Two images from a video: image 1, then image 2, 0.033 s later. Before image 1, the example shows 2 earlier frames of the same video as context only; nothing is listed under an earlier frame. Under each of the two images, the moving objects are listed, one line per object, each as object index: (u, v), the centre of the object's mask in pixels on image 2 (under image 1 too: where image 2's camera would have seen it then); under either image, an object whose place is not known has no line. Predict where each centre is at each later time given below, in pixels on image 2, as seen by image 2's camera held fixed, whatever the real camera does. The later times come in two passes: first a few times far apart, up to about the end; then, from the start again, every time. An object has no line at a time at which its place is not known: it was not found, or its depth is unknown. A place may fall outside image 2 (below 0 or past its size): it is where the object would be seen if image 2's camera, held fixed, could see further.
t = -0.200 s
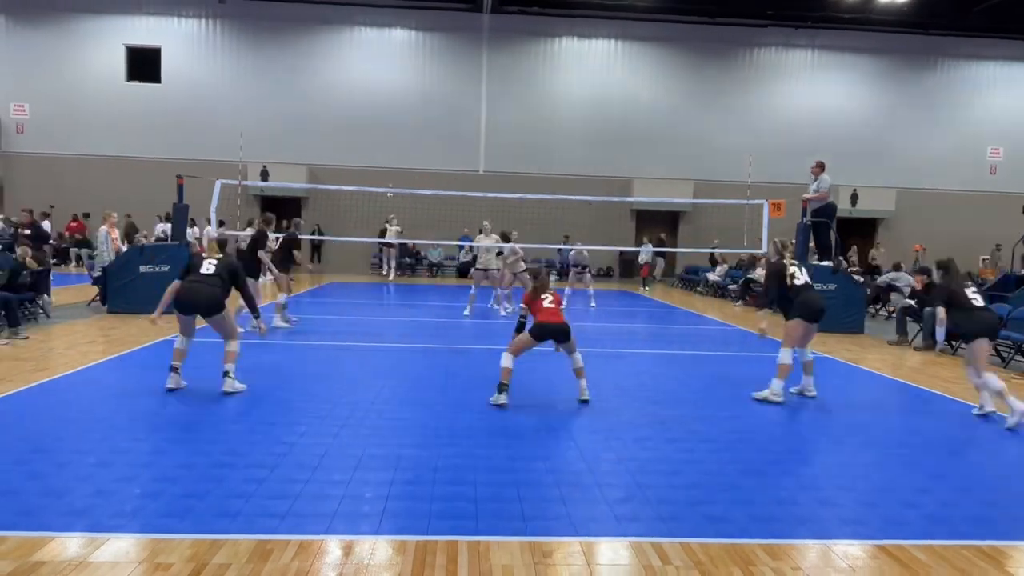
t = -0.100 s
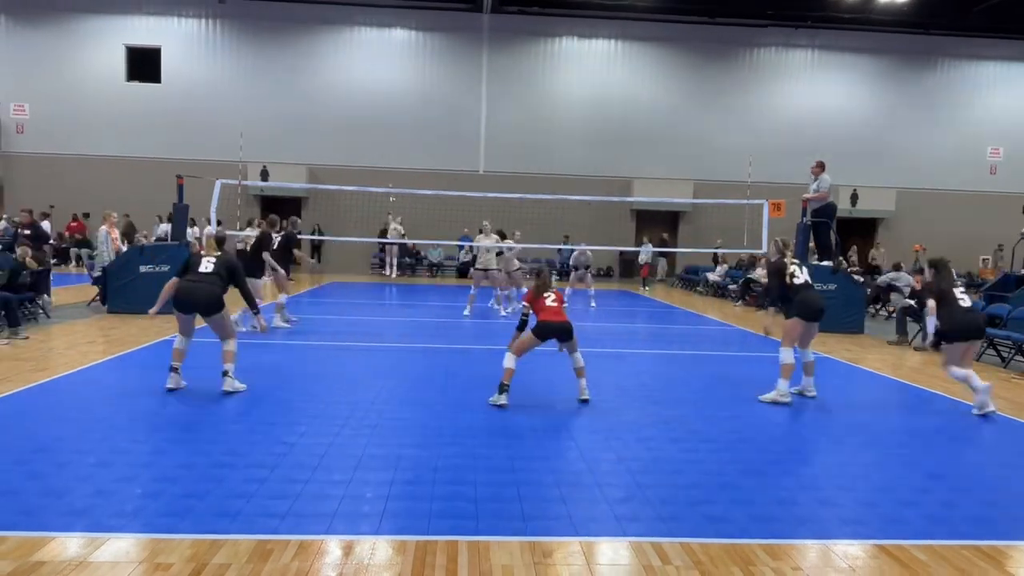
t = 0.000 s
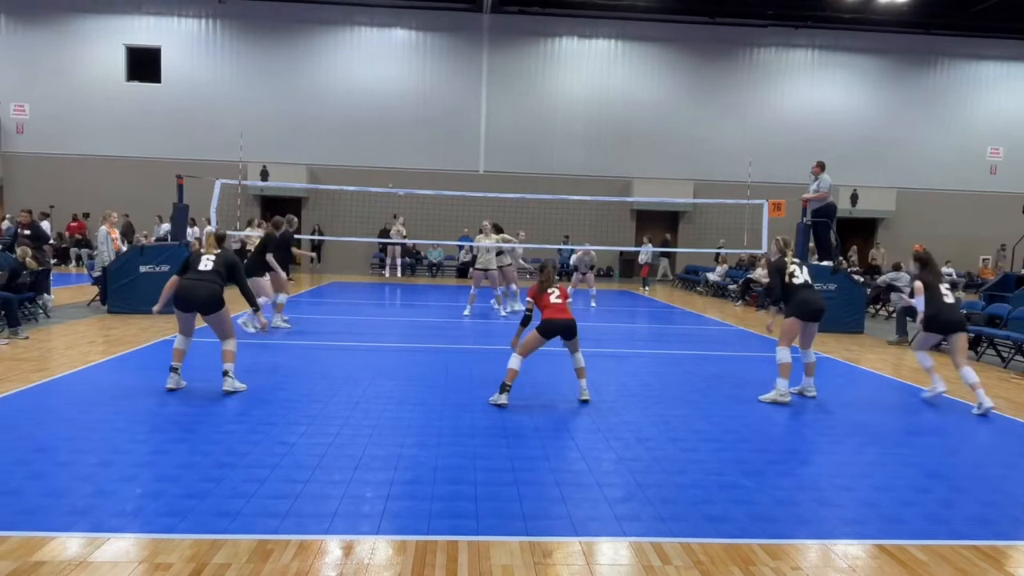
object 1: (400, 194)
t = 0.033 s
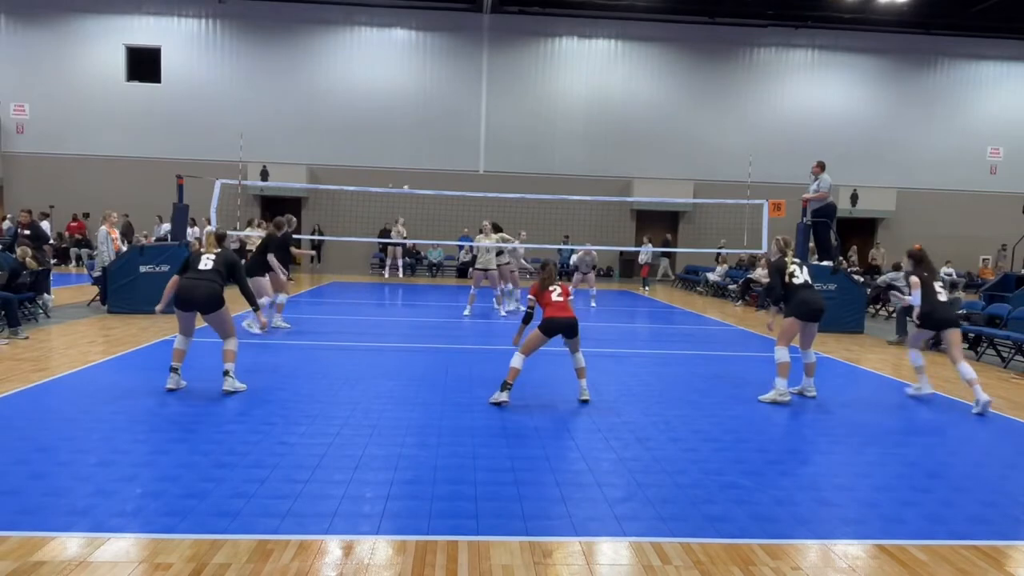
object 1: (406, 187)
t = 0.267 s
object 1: (441, 161)
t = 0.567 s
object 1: (498, 145)
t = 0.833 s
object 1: (582, 173)
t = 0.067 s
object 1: (410, 184)
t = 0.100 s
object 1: (416, 179)
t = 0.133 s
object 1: (421, 175)
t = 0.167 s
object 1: (426, 170)
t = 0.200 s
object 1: (431, 167)
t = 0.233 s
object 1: (436, 164)
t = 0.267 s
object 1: (441, 161)
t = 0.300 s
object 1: (446, 158)
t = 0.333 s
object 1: (451, 155)
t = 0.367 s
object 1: (457, 152)
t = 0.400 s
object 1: (463, 150)
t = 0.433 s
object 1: (469, 148)
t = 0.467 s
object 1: (476, 146)
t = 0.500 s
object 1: (483, 146)
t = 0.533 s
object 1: (491, 145)
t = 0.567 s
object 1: (498, 145)
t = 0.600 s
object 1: (507, 145)
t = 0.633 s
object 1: (516, 147)
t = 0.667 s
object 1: (525, 148)
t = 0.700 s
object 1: (534, 151)
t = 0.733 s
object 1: (545, 154)
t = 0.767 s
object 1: (556, 159)
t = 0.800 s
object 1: (568, 165)
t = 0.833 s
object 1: (582, 173)
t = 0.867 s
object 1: (594, 180)
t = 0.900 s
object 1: (609, 190)
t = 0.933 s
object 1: (626, 204)
